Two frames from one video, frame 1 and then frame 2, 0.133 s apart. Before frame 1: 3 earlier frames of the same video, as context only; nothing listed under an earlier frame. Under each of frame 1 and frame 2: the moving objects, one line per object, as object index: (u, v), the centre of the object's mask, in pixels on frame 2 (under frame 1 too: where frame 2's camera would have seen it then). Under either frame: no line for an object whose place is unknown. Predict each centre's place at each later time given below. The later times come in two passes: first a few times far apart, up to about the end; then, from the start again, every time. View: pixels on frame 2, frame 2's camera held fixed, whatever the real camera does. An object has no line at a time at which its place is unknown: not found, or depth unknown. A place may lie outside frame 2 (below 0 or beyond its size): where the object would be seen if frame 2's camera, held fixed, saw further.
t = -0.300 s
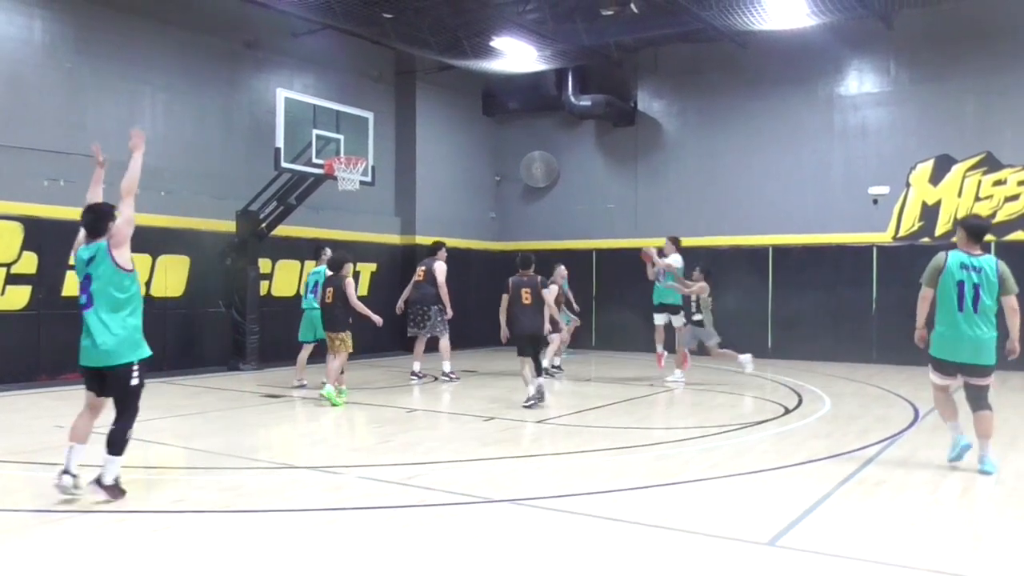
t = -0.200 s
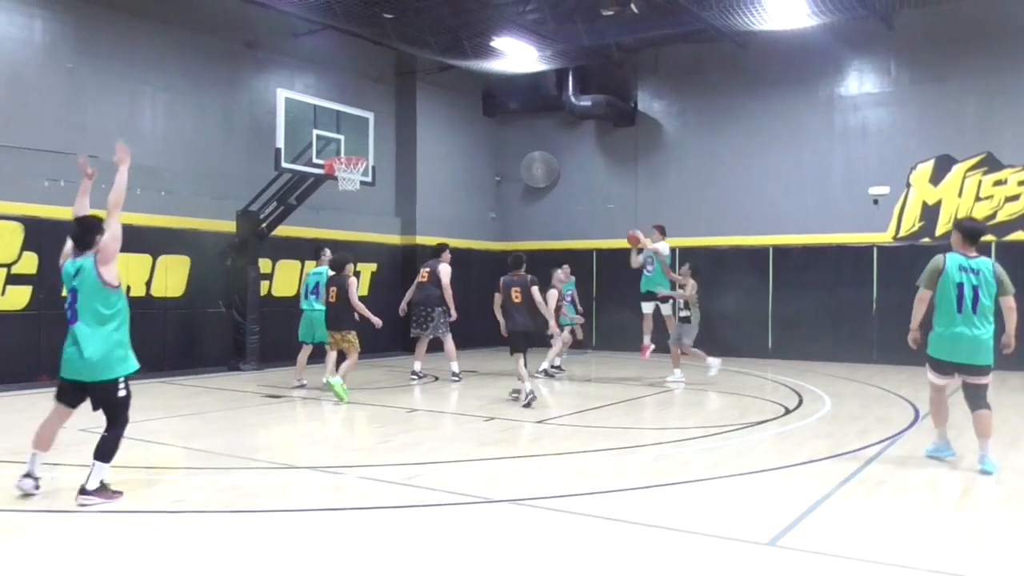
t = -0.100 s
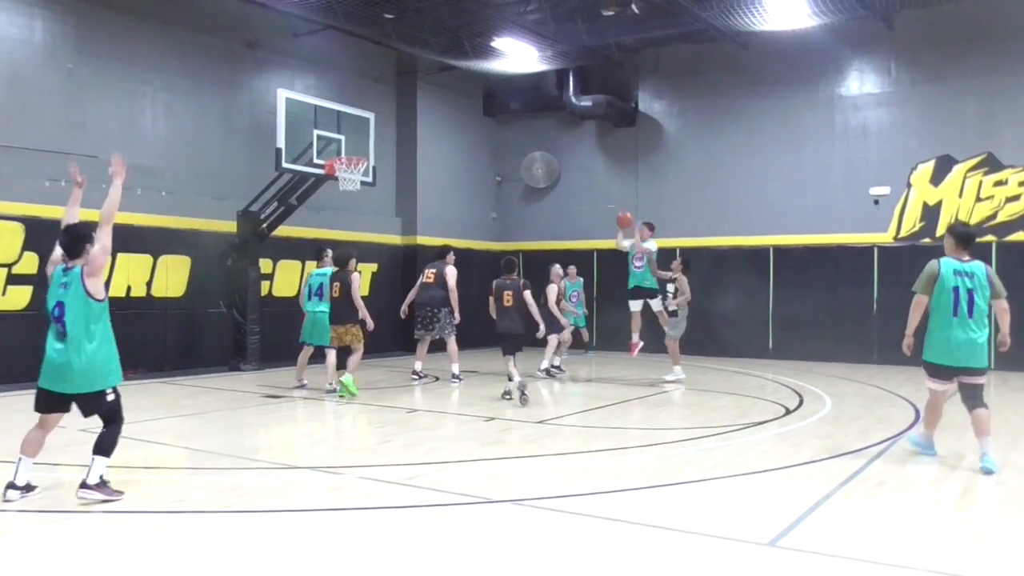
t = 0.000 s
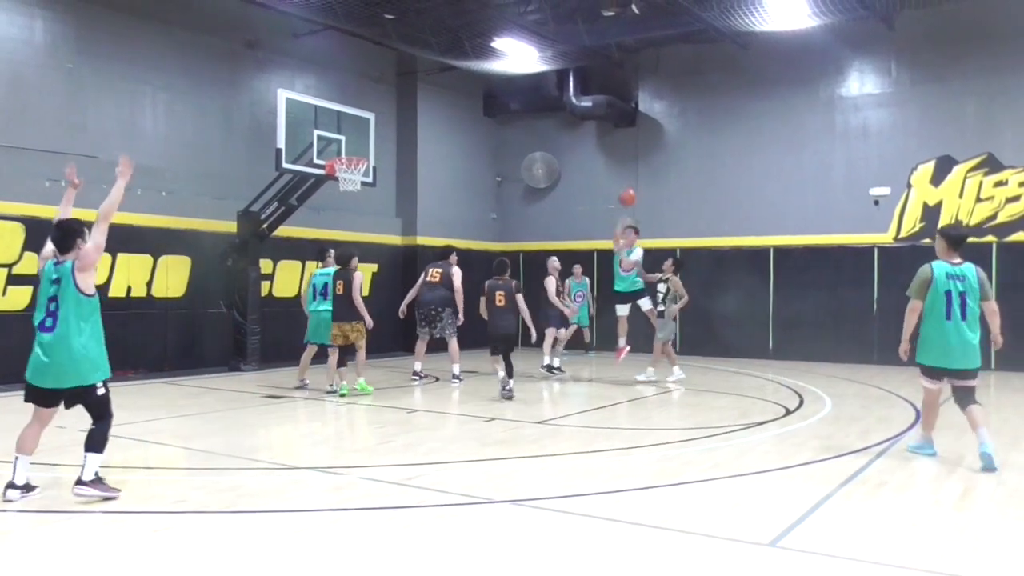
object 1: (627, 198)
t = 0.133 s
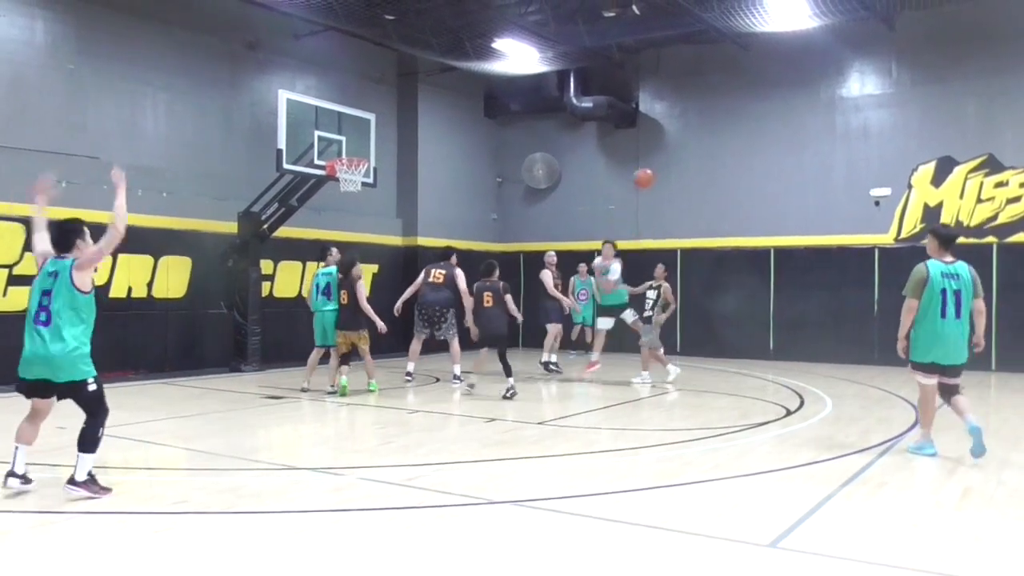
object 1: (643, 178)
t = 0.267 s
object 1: (661, 168)
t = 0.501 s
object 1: (704, 190)
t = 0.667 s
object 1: (750, 259)
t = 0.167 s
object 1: (648, 174)
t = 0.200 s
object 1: (652, 171)
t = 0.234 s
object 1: (657, 169)
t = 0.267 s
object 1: (661, 168)
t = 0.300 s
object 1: (666, 167)
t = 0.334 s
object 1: (672, 168)
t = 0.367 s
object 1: (677, 170)
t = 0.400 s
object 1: (684, 173)
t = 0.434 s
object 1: (690, 177)
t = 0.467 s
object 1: (697, 183)
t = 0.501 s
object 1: (704, 190)
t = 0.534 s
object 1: (712, 199)
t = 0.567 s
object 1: (721, 209)
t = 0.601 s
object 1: (730, 222)
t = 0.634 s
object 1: (739, 238)
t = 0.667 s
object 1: (750, 259)
